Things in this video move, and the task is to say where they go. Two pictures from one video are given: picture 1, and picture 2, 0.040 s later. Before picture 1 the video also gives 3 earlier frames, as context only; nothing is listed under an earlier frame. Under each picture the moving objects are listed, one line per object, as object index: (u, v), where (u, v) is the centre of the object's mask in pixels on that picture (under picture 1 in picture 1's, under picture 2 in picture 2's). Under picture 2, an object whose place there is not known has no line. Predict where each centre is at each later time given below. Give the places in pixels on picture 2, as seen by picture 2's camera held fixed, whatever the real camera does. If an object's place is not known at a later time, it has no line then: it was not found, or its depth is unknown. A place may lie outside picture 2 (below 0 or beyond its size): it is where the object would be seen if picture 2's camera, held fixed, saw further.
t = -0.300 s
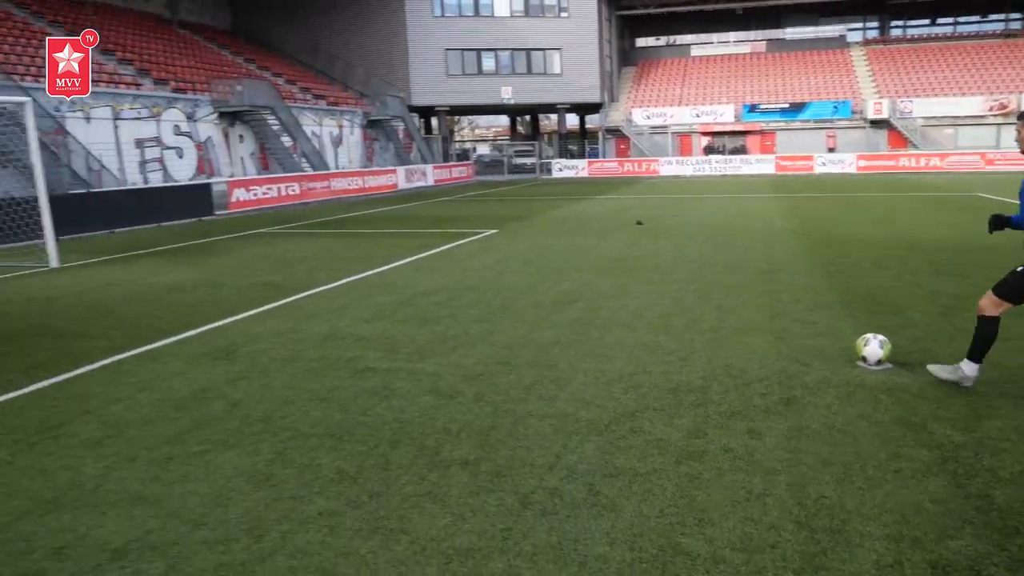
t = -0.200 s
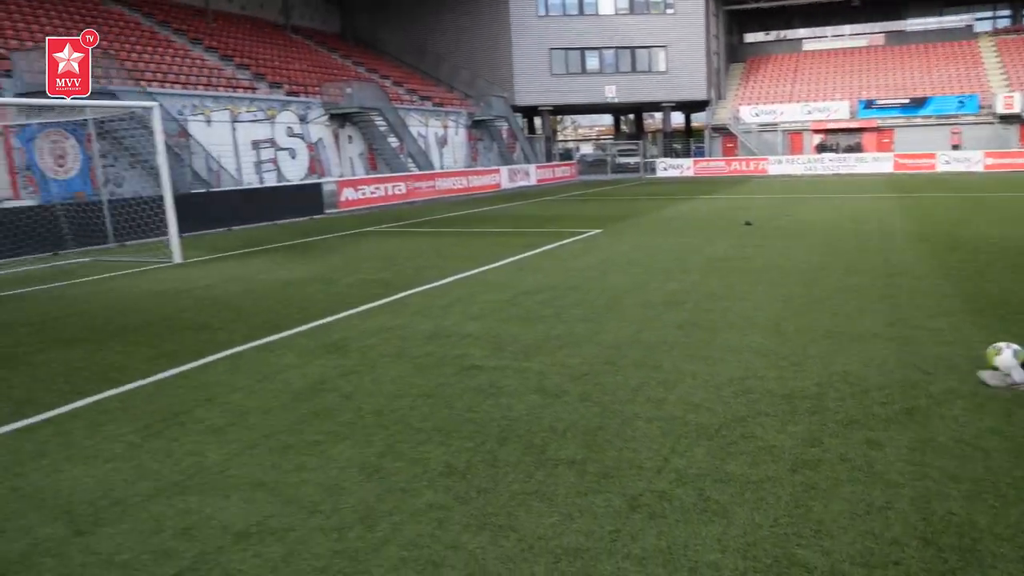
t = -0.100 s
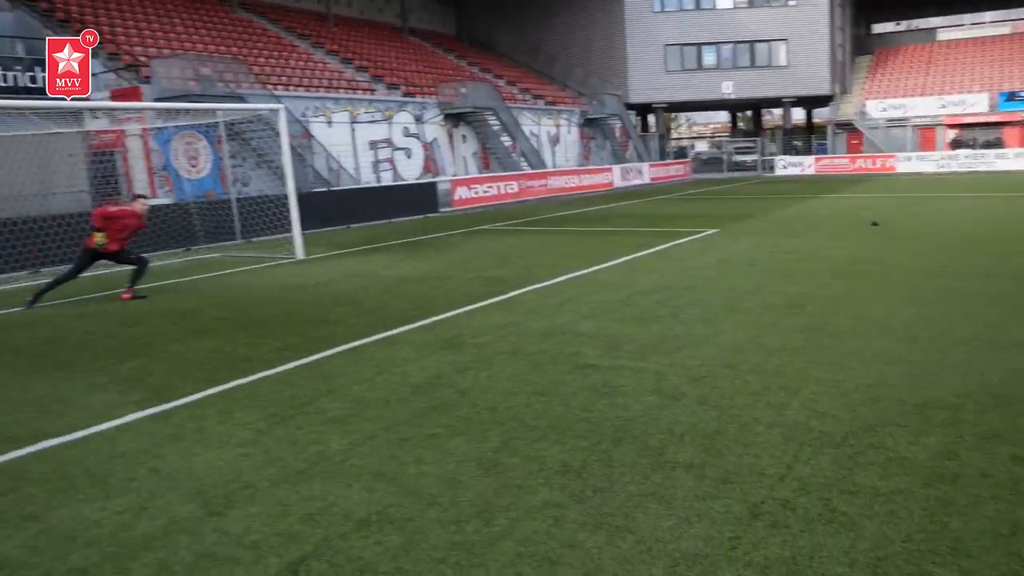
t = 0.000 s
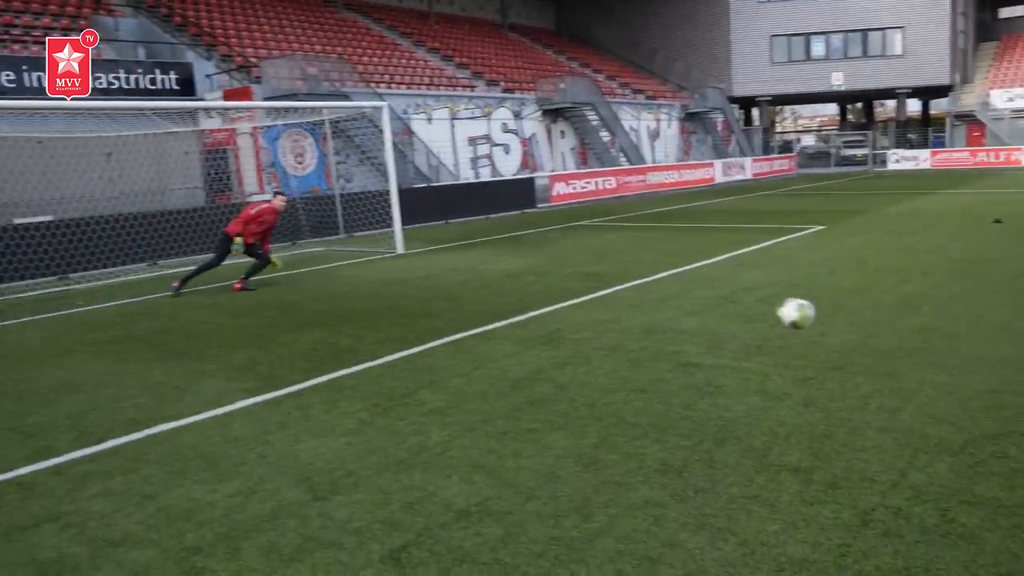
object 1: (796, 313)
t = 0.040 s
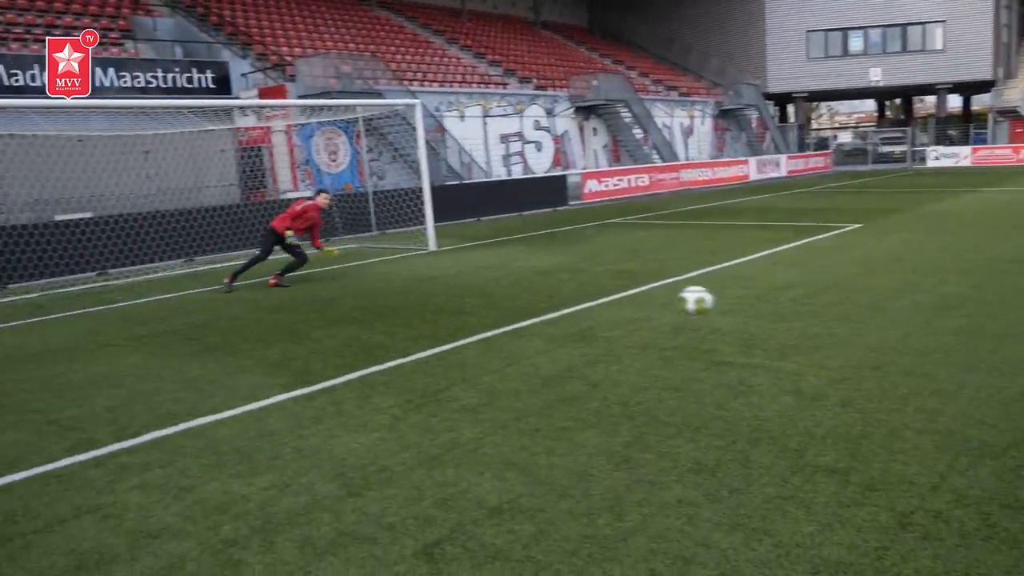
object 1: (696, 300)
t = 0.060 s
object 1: (635, 296)
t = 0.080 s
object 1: (581, 291)
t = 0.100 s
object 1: (531, 288)
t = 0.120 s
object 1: (483, 285)
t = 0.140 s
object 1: (439, 284)
